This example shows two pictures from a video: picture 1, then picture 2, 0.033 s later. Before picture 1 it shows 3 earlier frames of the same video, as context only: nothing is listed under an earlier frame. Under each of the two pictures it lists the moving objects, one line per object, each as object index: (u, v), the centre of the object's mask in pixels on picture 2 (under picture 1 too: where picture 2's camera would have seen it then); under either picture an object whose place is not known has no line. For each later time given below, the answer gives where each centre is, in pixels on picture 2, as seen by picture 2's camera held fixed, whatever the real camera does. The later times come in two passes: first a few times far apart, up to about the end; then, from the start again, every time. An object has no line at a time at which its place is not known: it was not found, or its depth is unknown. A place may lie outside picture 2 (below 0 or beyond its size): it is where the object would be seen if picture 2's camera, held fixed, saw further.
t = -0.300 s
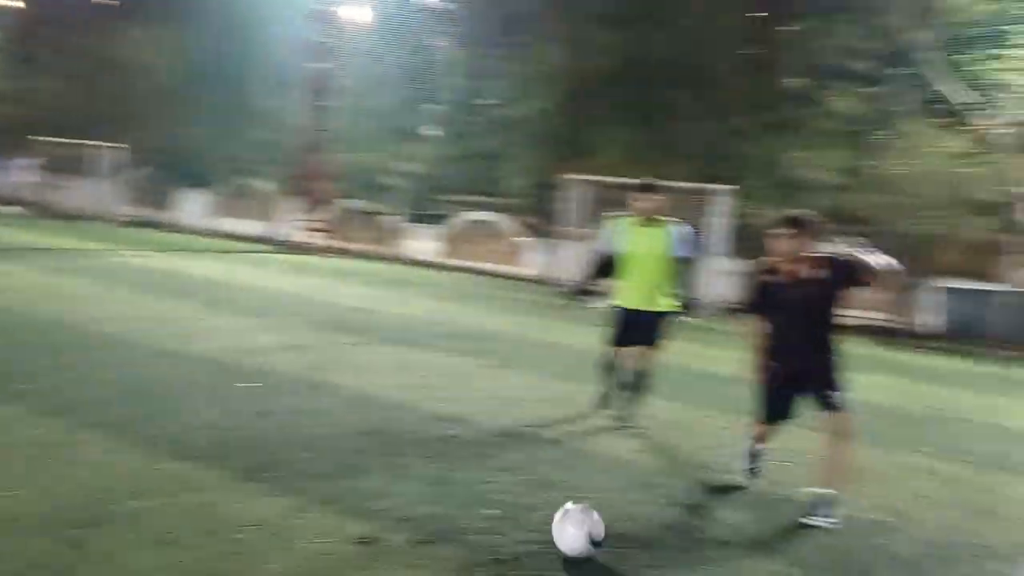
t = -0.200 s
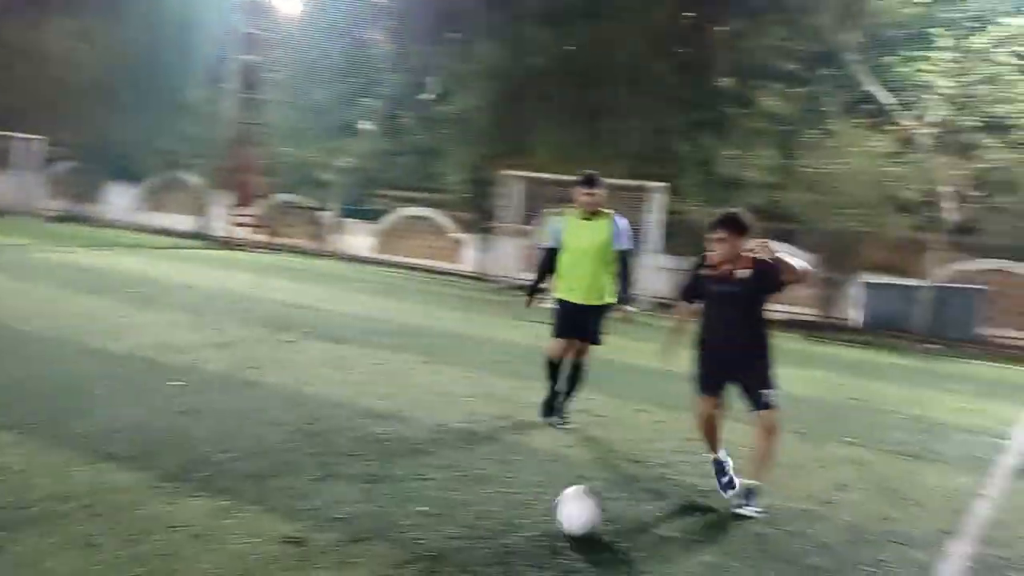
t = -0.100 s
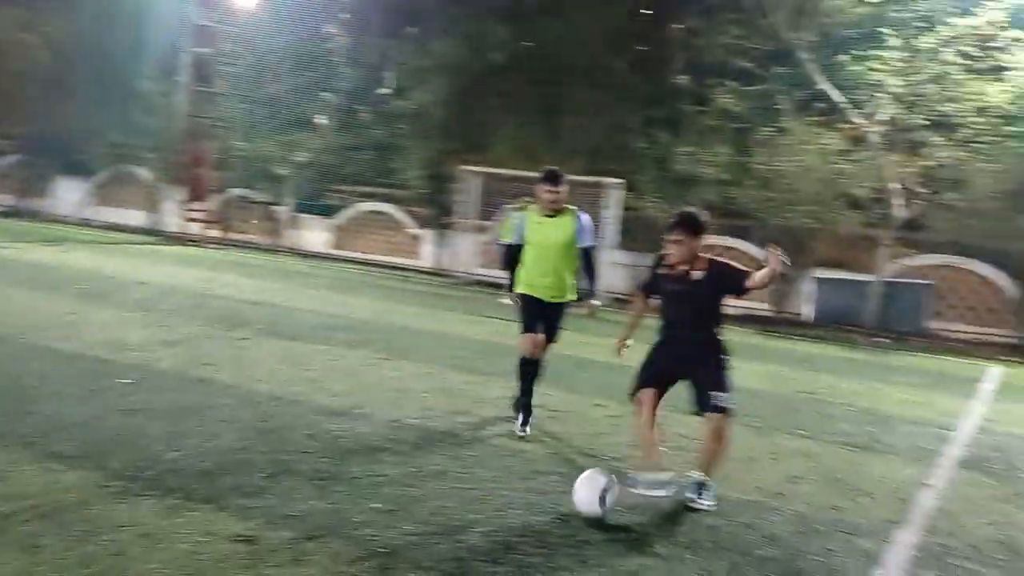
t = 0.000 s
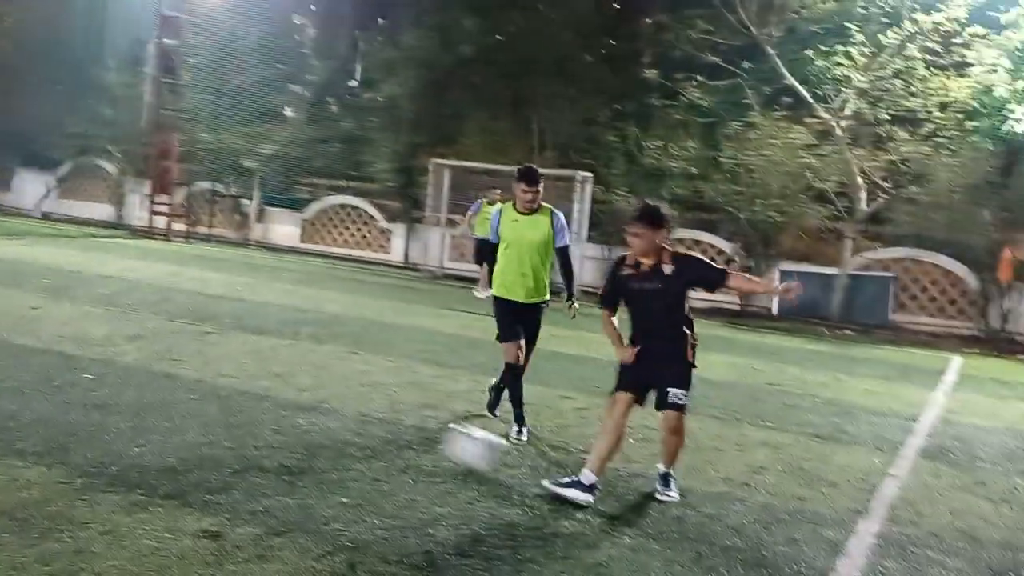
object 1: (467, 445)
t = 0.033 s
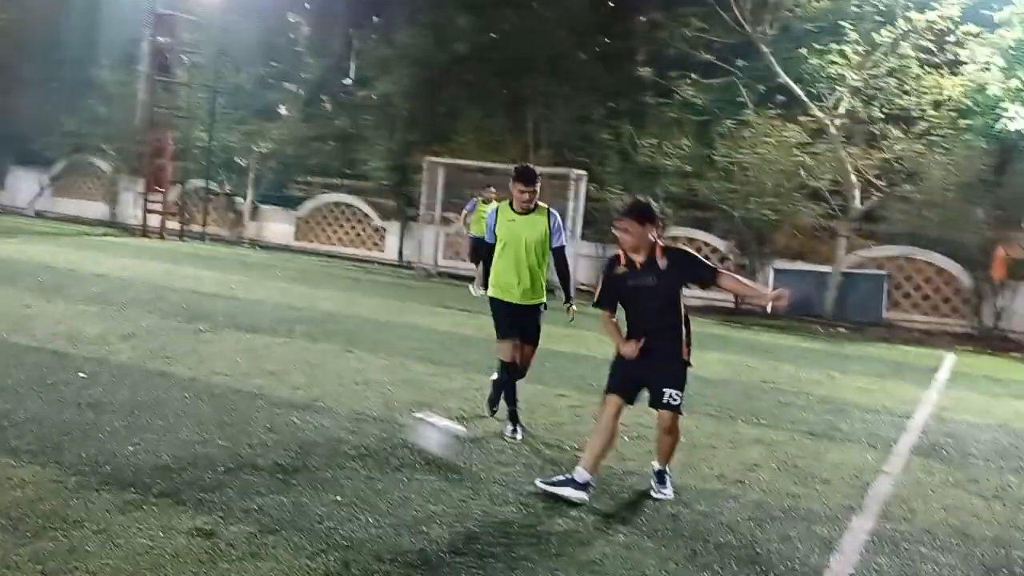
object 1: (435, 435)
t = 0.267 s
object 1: (274, 380)
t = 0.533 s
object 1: (179, 343)
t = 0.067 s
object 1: (404, 426)
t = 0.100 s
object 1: (376, 418)
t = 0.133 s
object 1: (353, 405)
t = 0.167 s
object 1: (331, 396)
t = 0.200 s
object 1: (314, 389)
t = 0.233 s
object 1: (293, 386)
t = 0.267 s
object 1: (274, 380)
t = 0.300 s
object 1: (259, 373)
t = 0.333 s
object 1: (247, 369)
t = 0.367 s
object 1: (232, 364)
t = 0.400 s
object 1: (220, 359)
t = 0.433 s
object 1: (209, 356)
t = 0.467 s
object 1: (198, 350)
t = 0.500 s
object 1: (188, 346)
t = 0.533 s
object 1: (179, 343)
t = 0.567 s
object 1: (169, 339)
